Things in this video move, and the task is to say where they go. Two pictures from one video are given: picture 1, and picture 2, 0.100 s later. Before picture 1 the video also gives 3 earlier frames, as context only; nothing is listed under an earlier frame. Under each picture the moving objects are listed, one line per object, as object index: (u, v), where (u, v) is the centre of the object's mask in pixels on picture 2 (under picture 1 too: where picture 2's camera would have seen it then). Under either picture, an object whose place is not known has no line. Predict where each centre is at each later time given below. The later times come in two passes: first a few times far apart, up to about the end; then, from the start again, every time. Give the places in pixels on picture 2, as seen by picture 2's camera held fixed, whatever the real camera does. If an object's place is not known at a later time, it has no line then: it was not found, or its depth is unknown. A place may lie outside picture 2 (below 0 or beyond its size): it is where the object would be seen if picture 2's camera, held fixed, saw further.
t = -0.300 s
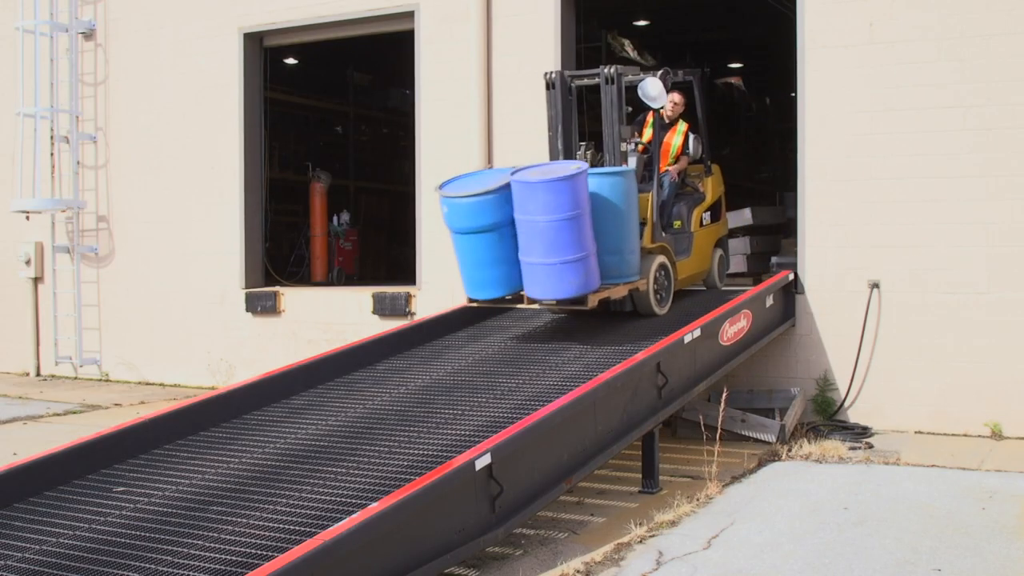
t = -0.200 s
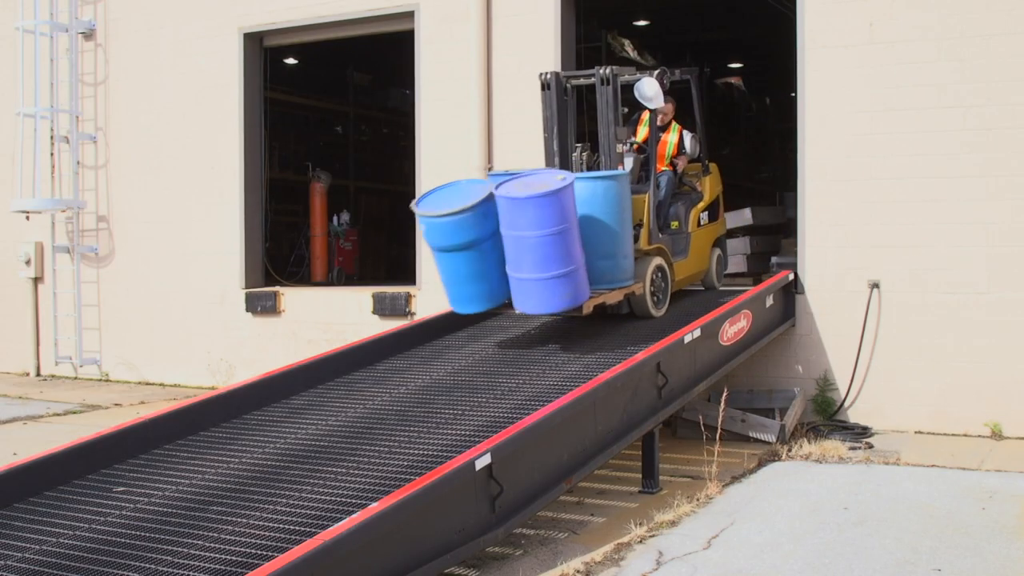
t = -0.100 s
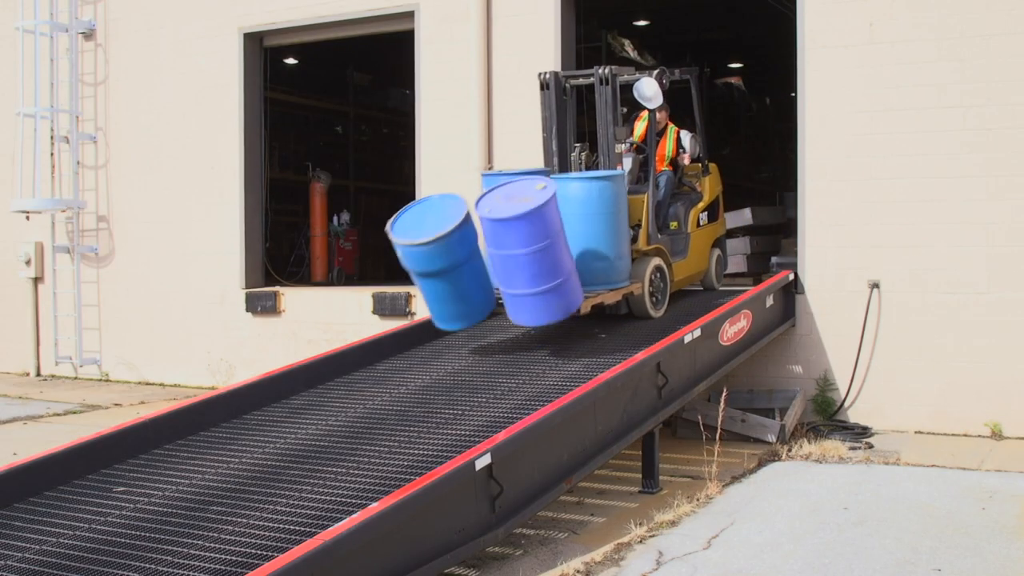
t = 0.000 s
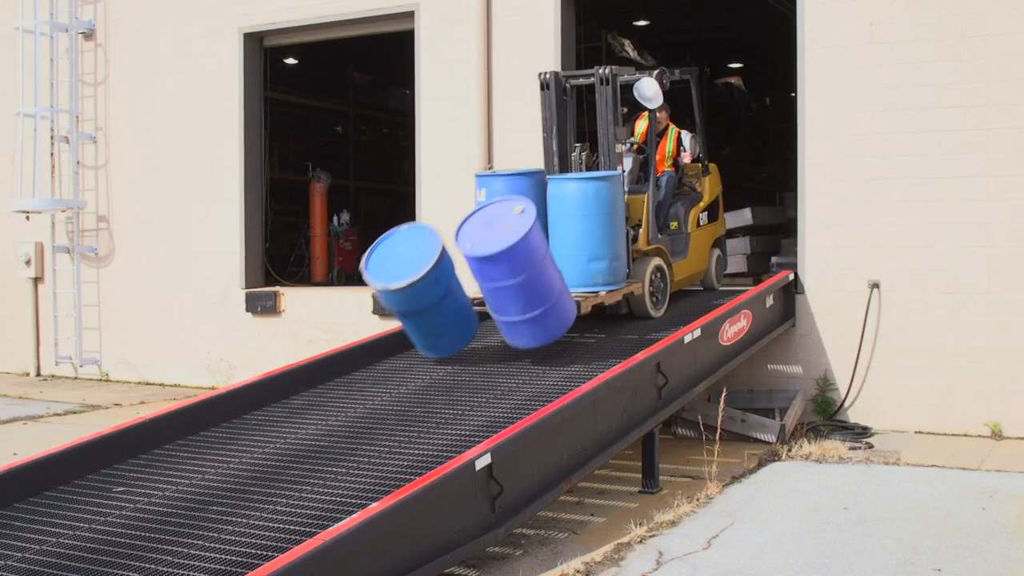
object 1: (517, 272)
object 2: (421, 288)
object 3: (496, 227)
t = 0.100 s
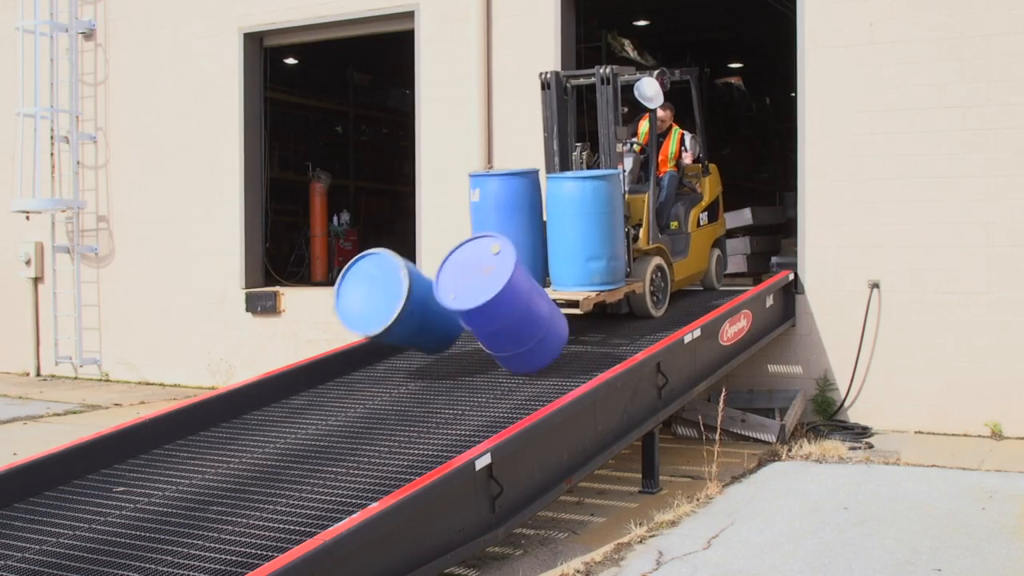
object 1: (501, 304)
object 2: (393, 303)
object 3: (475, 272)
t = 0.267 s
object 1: (466, 325)
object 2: (357, 327)
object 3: (436, 349)
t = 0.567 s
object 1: (405, 339)
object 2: (294, 322)
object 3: (372, 404)
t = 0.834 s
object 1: (368, 357)
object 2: (229, 340)
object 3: (325, 442)
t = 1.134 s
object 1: (330, 377)
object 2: (153, 386)
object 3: (287, 473)
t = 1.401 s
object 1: (291, 399)
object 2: (100, 420)
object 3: (249, 495)
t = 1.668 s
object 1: (274, 394)
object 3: (207, 523)
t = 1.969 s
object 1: (273, 394)
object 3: (168, 544)
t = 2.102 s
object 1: (278, 395)
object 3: (159, 547)
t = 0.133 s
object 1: (494, 303)
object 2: (381, 309)
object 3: (465, 283)
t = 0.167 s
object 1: (487, 305)
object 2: (370, 317)
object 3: (457, 295)
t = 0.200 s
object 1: (479, 310)
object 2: (364, 326)
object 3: (450, 311)
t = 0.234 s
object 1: (472, 317)
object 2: (360, 334)
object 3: (442, 329)
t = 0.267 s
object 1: (466, 325)
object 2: (357, 327)
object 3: (436, 349)
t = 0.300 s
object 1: (459, 335)
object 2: (354, 319)
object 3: (430, 371)
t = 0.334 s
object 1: (456, 339)
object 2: (347, 314)
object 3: (424, 375)
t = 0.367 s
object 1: (453, 338)
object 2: (340, 311)
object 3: (416, 379)
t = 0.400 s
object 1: (446, 334)
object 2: (333, 308)
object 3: (406, 389)
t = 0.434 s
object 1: (434, 337)
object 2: (325, 308)
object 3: (400, 397)
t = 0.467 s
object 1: (426, 339)
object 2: (318, 309)
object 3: (395, 402)
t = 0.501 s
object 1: (419, 337)
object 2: (310, 312)
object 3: (387, 400)
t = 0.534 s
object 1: (413, 337)
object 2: (302, 316)
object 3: (379, 401)
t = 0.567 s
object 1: (405, 339)
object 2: (294, 322)
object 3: (372, 404)
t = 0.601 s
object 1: (398, 343)
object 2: (286, 329)
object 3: (364, 409)
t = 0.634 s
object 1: (390, 349)
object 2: (277, 341)
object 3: (357, 417)
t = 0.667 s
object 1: (385, 351)
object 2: (268, 350)
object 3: (351, 419)
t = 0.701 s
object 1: (380, 354)
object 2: (258, 354)
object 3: (344, 421)
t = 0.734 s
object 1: (375, 357)
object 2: (250, 356)
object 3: (338, 424)
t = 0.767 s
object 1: (372, 362)
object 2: (243, 350)
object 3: (332, 429)
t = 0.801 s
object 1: (369, 360)
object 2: (237, 345)
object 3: (329, 433)
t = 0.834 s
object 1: (368, 357)
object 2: (229, 340)
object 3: (325, 442)
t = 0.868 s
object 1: (369, 349)
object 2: (221, 338)
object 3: (313, 452)
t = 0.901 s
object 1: (365, 354)
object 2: (212, 337)
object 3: (314, 463)
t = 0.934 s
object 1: (353, 378)
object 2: (204, 338)
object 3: (311, 470)
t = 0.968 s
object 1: (348, 386)
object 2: (196, 341)
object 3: (306, 472)
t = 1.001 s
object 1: (344, 388)
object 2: (187, 346)
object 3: (301, 472)
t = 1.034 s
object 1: (341, 382)
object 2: (179, 353)
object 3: (299, 471)
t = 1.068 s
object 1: (343, 367)
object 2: (170, 361)
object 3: (295, 471)
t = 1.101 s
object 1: (335, 375)
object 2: (161, 372)
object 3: (293, 471)
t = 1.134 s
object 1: (330, 377)
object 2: (153, 386)
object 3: (287, 473)
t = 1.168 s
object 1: (325, 382)
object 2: (144, 402)
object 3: (283, 478)
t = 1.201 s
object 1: (317, 393)
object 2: (135, 418)
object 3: (283, 485)
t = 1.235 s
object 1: (317, 380)
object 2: (129, 422)
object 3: (275, 491)
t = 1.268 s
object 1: (312, 380)
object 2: (123, 418)
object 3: (273, 493)
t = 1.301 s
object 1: (307, 383)
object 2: (117, 415)
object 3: (269, 494)
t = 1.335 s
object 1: (296, 402)
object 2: (111, 415)
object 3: (263, 493)
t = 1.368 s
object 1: (294, 400)
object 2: (105, 417)
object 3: (254, 495)
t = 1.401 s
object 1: (291, 399)
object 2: (100, 420)
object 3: (249, 495)
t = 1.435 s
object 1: (290, 394)
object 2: (93, 426)
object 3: (242, 498)
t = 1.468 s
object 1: (284, 402)
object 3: (237, 501)
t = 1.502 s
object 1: (284, 397)
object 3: (233, 507)
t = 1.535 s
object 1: (282, 396)
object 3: (228, 514)
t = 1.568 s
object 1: (279, 395)
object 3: (221, 520)
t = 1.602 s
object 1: (277, 395)
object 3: (219, 523)
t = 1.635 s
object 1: (275, 394)
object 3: (213, 525)
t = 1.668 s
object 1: (274, 394)
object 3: (207, 523)
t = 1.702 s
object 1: (273, 393)
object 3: (202, 523)
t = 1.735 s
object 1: (272, 394)
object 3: (197, 525)
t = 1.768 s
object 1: (271, 394)
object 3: (192, 527)
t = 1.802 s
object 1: (271, 394)
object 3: (187, 531)
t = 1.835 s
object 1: (271, 393)
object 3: (183, 535)
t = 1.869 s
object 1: (271, 393)
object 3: (181, 539)
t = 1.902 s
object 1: (271, 393)
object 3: (177, 542)
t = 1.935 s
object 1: (272, 394)
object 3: (173, 543)
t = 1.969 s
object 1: (273, 394)
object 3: (168, 544)
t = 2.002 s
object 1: (274, 394)
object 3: (165, 544)
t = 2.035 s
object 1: (275, 394)
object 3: (163, 544)
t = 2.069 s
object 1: (277, 394)
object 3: (161, 546)
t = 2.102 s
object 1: (278, 395)
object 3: (159, 547)
